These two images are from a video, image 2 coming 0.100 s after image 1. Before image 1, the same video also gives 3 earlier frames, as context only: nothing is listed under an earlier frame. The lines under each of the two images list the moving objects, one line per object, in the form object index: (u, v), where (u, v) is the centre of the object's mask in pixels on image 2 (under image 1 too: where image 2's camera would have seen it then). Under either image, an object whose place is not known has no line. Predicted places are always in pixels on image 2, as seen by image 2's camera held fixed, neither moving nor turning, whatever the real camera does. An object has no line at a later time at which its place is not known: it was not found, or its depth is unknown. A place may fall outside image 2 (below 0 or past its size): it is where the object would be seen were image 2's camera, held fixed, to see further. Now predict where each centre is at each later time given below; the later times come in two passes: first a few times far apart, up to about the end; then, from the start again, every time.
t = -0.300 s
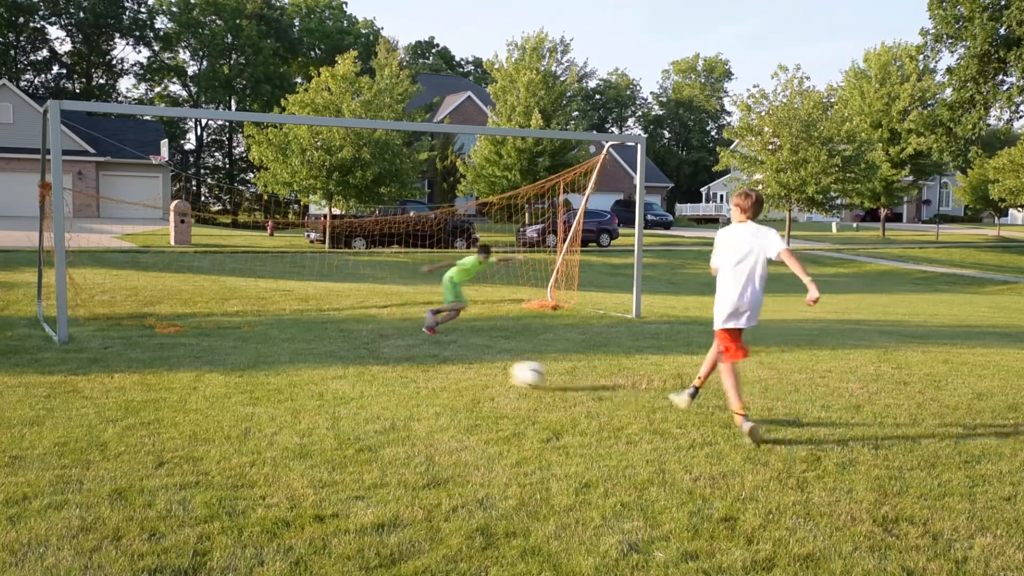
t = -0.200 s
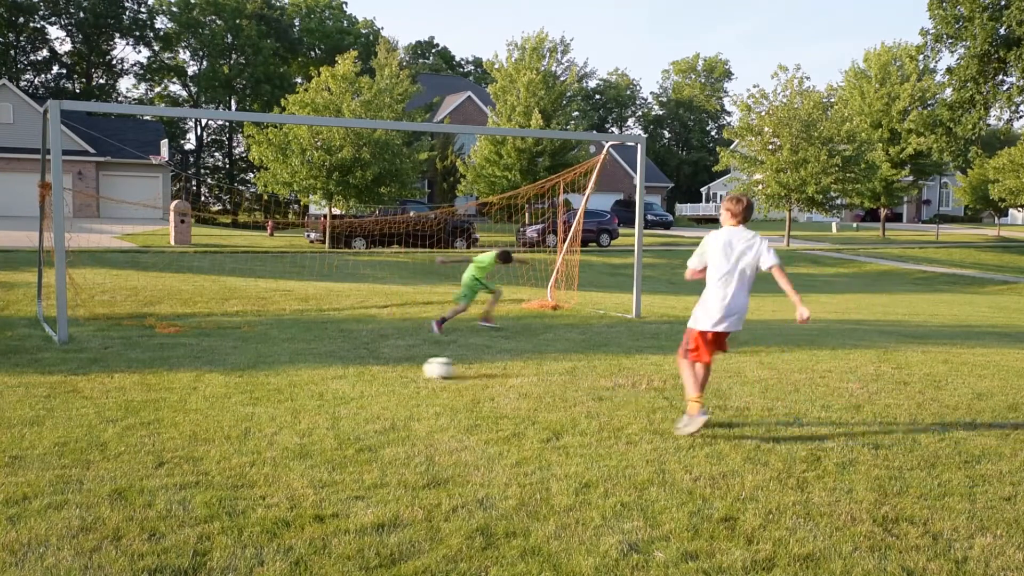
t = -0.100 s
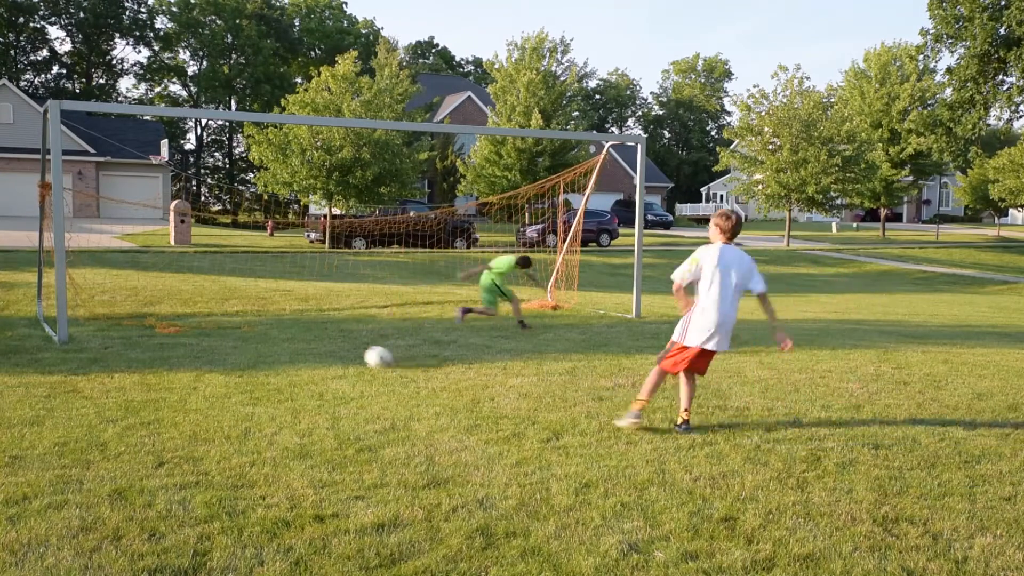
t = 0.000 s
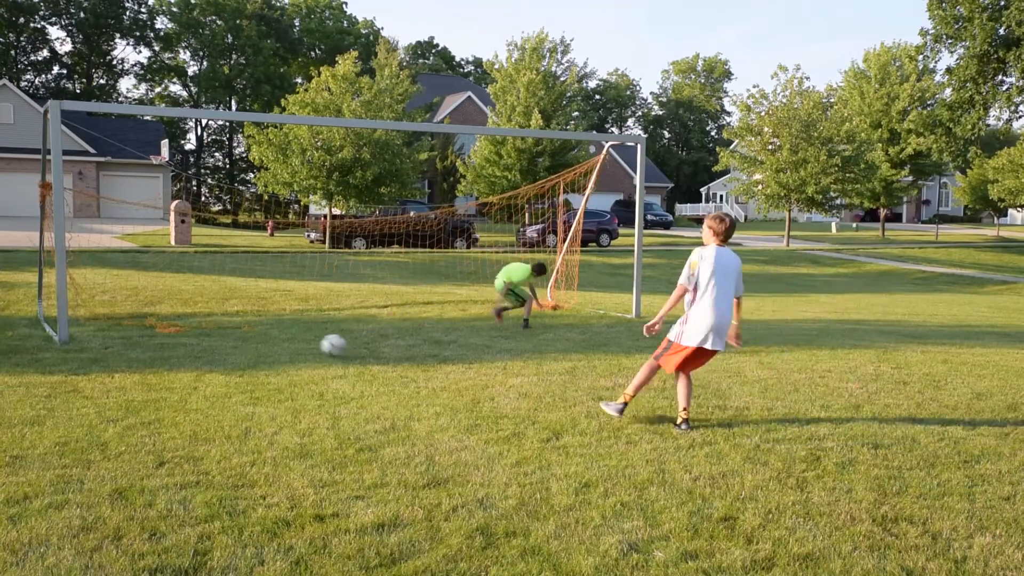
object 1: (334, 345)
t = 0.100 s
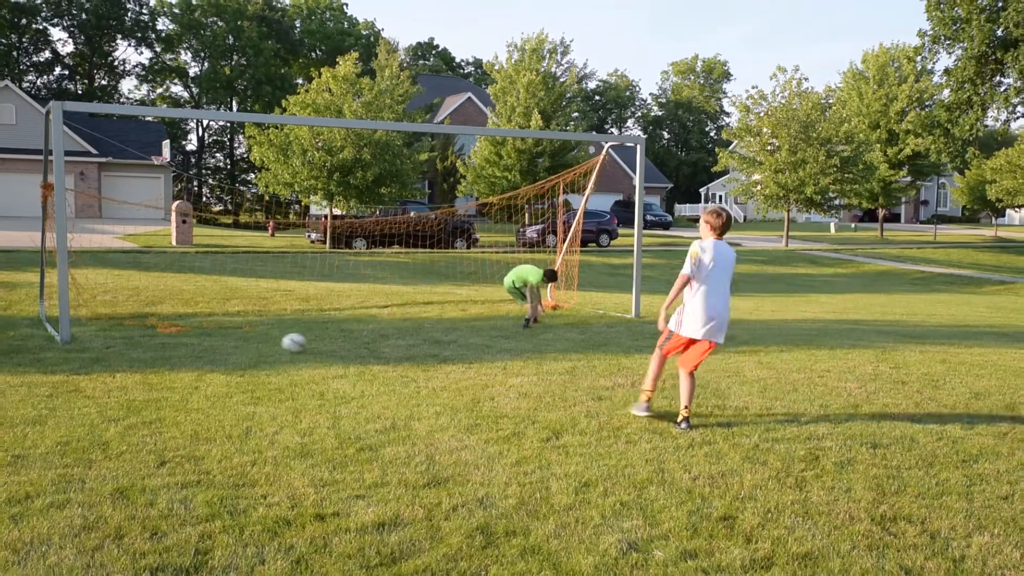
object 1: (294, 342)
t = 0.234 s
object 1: (252, 334)
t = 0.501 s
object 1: (190, 327)
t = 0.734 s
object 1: (156, 314)
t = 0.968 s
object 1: (127, 309)
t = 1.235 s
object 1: (103, 302)
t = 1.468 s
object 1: (86, 297)
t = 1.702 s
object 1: (73, 291)
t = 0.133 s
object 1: (281, 343)
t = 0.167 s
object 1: (270, 342)
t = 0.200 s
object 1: (261, 338)
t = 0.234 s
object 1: (252, 334)
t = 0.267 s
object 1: (244, 332)
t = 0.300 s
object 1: (235, 330)
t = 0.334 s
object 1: (227, 330)
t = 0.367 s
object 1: (220, 330)
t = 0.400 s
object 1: (211, 331)
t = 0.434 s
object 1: (204, 332)
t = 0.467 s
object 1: (196, 330)
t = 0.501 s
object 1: (190, 327)
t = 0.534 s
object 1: (183, 326)
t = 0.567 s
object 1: (178, 324)
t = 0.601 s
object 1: (172, 322)
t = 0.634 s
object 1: (167, 319)
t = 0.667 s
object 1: (163, 317)
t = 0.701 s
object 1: (159, 315)
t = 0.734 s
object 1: (156, 314)
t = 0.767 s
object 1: (152, 313)
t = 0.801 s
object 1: (147, 313)
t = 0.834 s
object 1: (143, 314)
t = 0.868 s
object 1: (140, 314)
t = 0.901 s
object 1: (136, 311)
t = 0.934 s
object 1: (130, 310)
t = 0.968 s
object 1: (127, 309)
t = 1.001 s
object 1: (123, 308)
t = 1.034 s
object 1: (120, 308)
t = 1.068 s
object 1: (116, 309)
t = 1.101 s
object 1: (113, 310)
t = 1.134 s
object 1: (111, 309)
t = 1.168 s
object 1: (108, 306)
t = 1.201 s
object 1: (105, 304)
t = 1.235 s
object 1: (103, 302)
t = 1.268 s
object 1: (101, 301)
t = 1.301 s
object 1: (99, 301)
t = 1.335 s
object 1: (96, 301)
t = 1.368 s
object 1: (94, 302)
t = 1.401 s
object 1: (91, 300)
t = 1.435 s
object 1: (88, 299)
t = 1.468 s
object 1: (86, 297)
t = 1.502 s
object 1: (85, 296)
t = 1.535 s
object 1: (82, 296)
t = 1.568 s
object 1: (80, 296)
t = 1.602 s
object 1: (78, 295)
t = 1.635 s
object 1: (75, 294)
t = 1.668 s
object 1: (74, 293)
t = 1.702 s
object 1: (73, 291)
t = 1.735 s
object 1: (72, 290)
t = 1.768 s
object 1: (72, 290)
